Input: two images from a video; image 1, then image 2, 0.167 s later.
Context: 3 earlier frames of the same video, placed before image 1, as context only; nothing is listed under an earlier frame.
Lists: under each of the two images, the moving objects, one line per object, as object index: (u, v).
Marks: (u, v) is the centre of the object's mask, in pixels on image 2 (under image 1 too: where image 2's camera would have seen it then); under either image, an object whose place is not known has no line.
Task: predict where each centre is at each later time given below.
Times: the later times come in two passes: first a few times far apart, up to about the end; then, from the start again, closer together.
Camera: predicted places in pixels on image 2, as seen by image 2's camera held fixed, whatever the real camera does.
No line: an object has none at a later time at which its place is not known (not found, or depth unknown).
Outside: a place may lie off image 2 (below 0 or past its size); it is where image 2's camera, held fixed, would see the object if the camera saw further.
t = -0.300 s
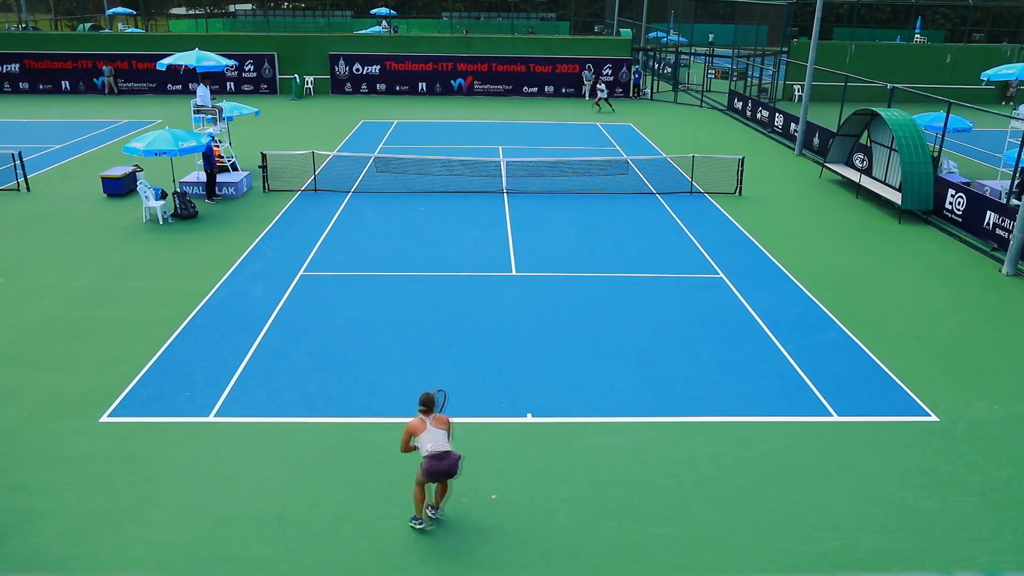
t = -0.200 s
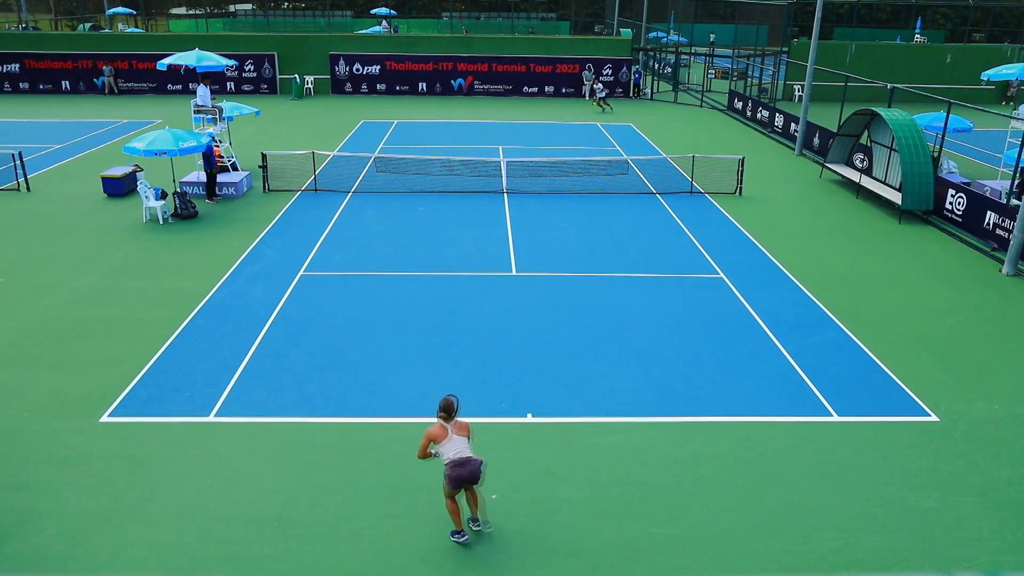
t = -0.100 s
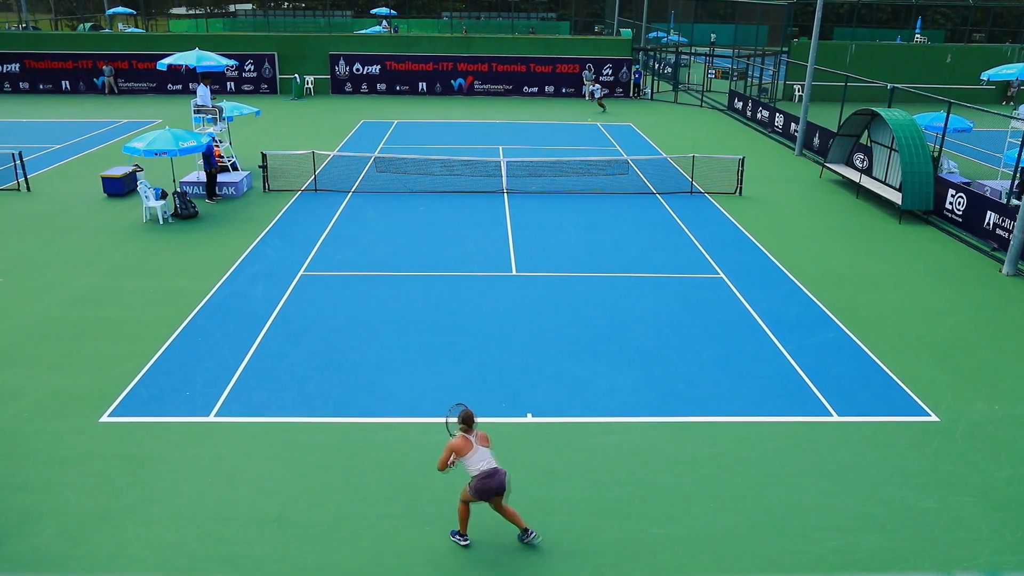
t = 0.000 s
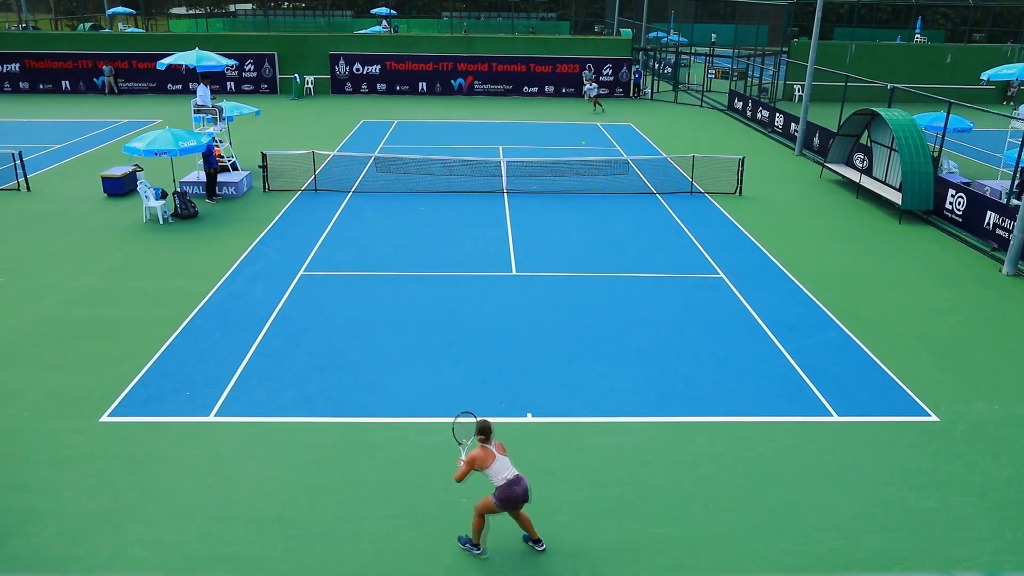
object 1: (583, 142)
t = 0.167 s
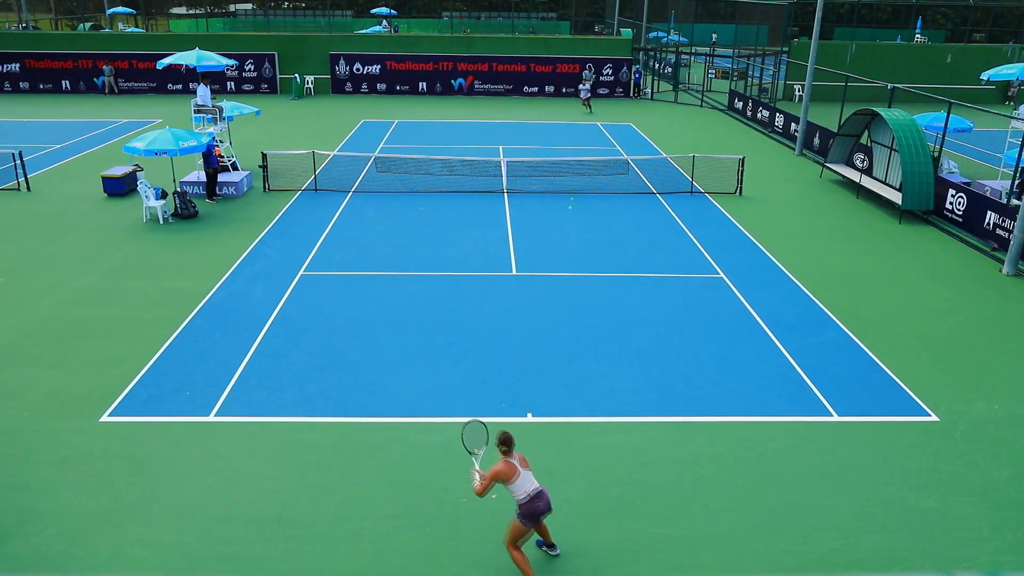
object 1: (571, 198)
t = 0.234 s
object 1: (565, 237)
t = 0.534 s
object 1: (534, 359)
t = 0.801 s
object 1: (502, 416)
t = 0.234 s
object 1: (565, 237)
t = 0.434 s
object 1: (544, 356)
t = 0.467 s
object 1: (540, 356)
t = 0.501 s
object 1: (538, 357)
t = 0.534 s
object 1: (534, 359)
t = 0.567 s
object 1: (531, 362)
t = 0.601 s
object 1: (528, 365)
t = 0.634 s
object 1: (524, 371)
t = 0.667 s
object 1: (520, 377)
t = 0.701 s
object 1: (515, 385)
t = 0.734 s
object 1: (511, 394)
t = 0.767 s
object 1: (506, 405)
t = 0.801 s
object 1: (502, 416)
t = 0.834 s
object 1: (495, 433)
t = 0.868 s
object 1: (489, 449)
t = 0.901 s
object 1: (482, 469)
